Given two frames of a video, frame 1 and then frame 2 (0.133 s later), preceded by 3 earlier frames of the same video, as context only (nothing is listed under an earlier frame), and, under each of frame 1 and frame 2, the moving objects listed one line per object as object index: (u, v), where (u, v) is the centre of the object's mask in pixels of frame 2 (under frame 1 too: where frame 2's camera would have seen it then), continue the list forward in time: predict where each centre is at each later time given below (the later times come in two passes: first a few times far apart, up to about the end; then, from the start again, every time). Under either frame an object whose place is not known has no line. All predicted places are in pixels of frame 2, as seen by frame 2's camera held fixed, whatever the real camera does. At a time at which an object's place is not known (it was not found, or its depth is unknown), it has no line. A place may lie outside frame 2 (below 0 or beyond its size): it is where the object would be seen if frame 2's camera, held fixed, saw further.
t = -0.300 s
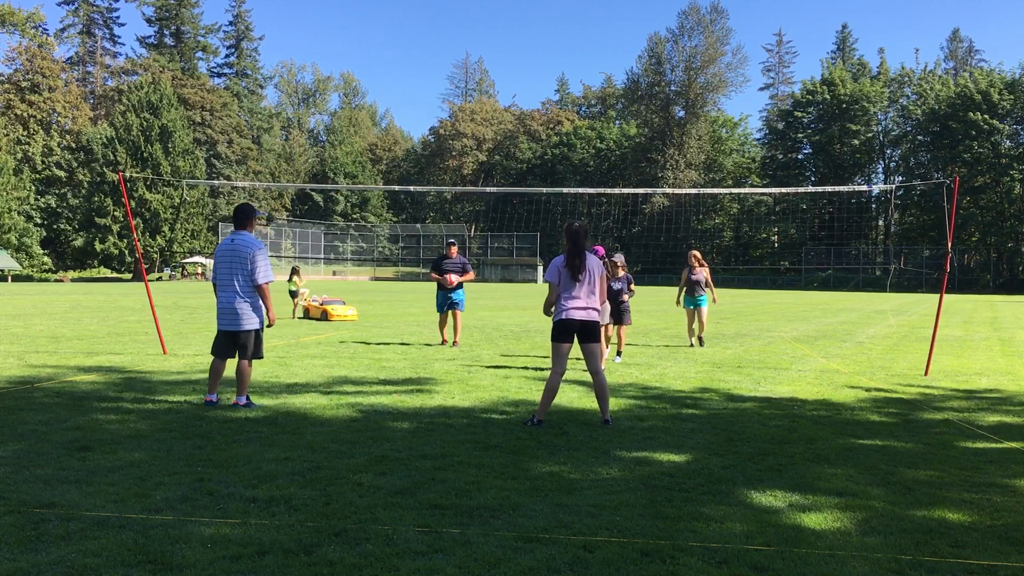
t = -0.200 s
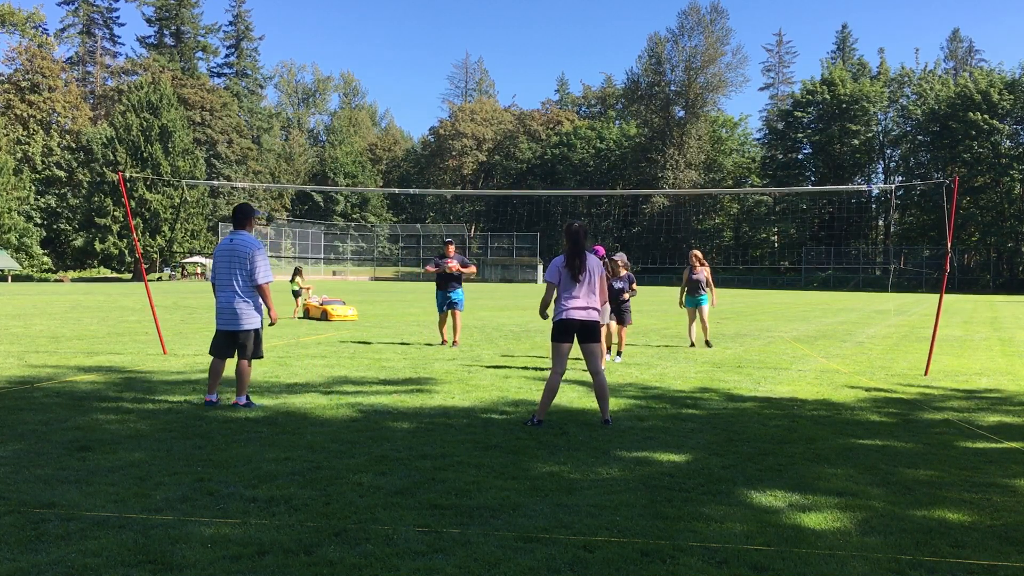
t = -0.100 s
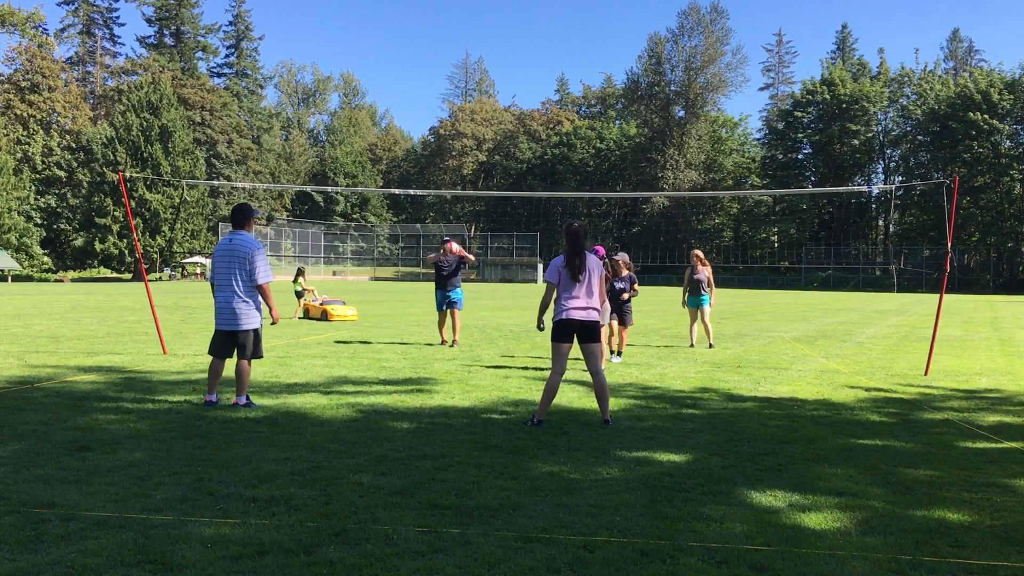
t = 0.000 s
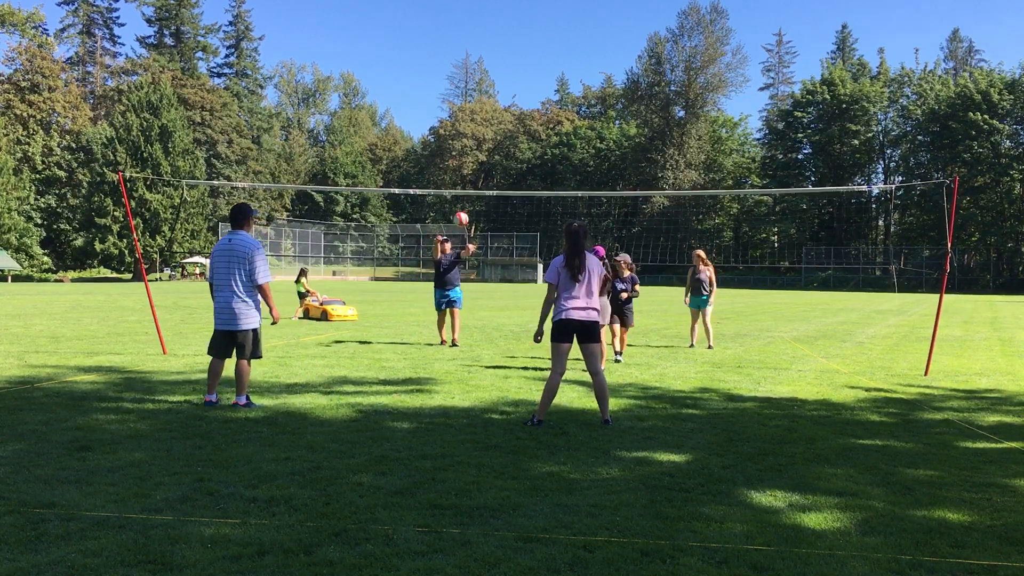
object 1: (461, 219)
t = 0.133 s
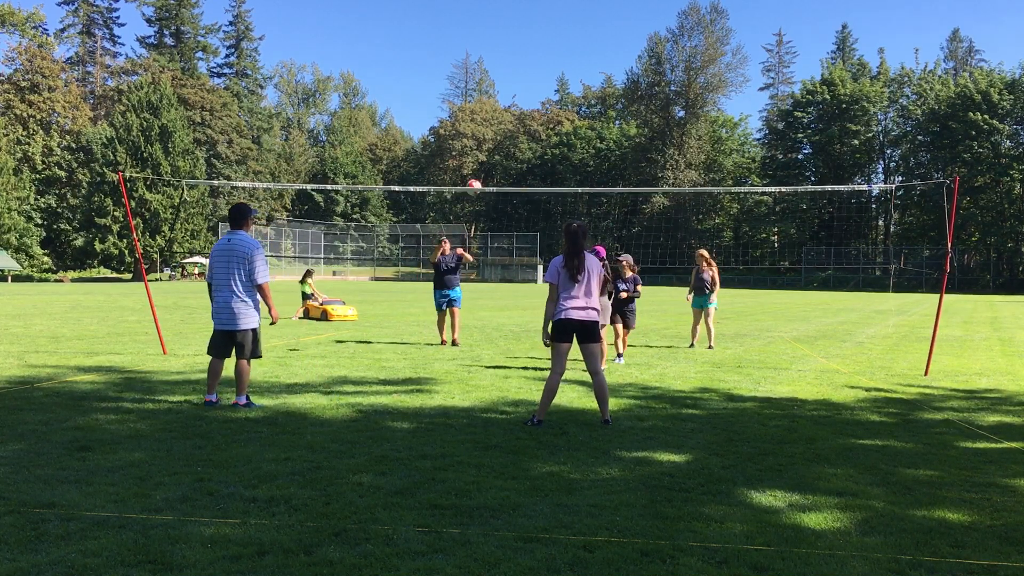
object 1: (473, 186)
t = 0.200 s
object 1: (480, 175)
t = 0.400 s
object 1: (502, 155)
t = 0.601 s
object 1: (527, 169)
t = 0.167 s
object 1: (477, 180)
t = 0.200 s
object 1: (480, 175)
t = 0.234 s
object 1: (483, 170)
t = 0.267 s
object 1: (487, 165)
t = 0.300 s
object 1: (490, 161)
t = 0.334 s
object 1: (494, 158)
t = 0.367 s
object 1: (498, 157)
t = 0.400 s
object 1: (502, 155)
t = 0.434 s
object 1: (506, 155)
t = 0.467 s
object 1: (510, 155)
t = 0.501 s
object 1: (514, 158)
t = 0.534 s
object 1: (518, 160)
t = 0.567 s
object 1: (522, 164)
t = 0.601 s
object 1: (527, 169)
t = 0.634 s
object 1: (531, 175)
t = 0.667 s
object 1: (536, 182)
